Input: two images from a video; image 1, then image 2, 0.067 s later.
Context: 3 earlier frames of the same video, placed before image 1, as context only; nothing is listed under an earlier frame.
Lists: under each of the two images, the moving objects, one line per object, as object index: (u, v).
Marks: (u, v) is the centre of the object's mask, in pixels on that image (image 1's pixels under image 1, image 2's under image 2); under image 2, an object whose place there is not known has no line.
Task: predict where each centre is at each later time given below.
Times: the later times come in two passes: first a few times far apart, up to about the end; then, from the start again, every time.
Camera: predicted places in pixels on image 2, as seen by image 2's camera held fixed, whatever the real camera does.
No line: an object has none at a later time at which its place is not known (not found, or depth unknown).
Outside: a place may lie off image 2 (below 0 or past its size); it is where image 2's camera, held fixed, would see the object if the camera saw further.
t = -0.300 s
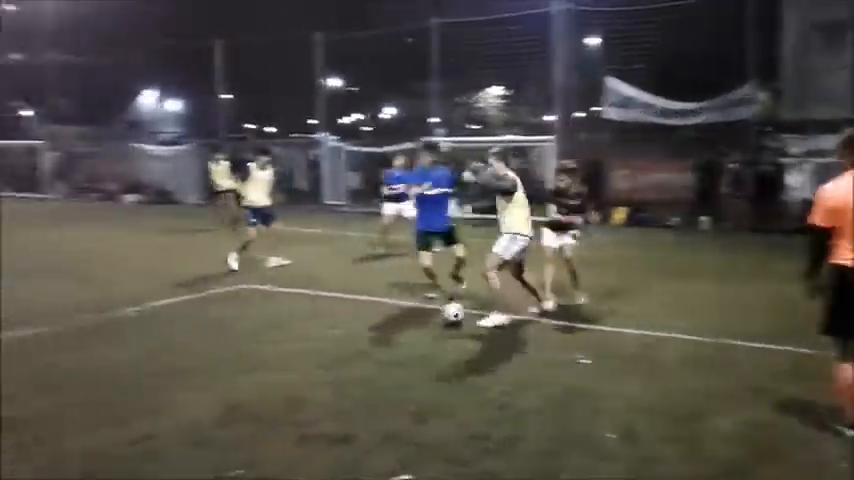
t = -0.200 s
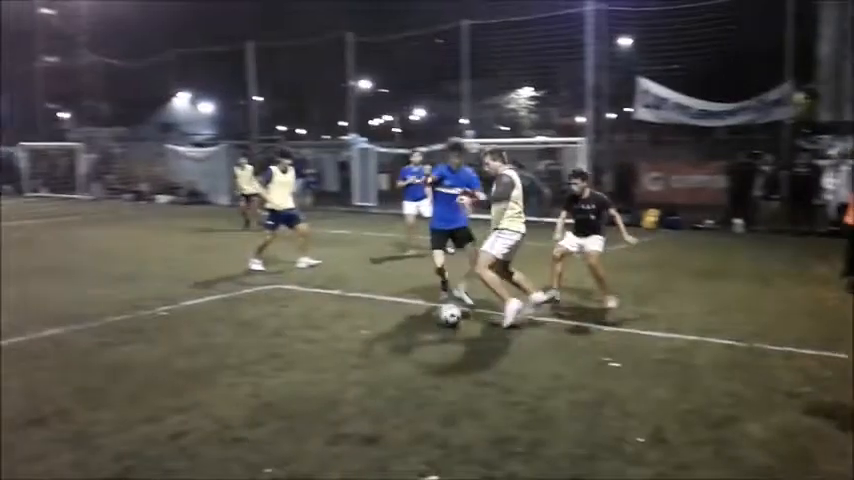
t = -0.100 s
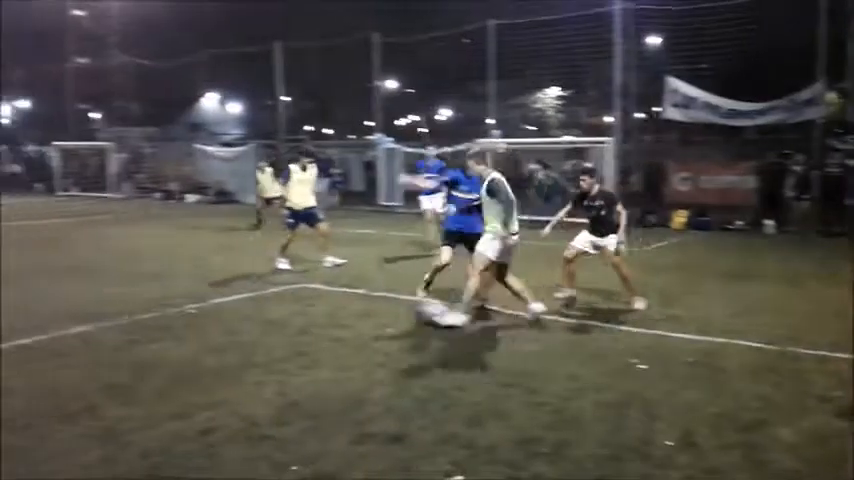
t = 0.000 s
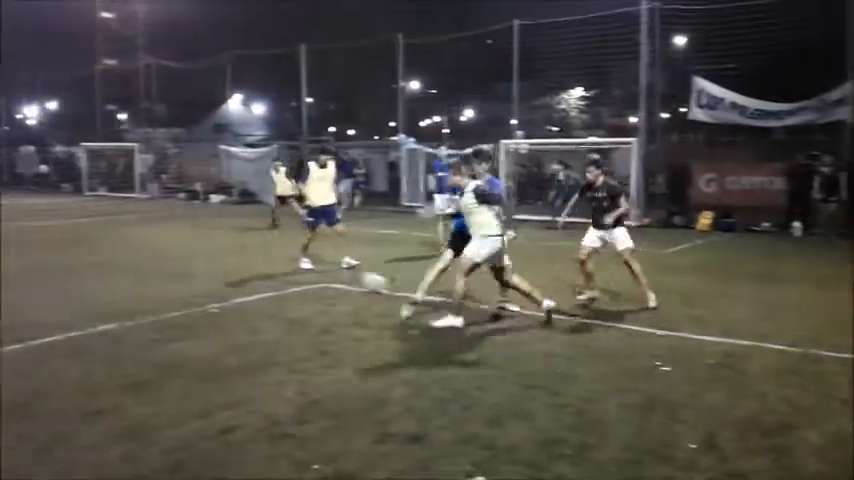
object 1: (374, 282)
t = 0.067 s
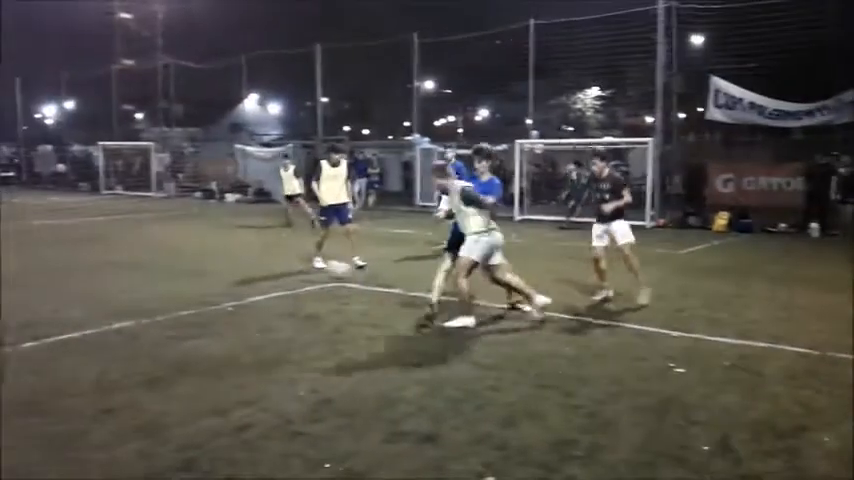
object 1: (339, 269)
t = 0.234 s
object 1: (236, 258)
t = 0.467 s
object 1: (125, 261)
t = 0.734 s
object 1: (59, 257)
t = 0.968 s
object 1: (18, 250)
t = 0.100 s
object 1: (314, 265)
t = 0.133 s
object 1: (294, 261)
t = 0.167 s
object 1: (274, 259)
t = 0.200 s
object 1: (254, 259)
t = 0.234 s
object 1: (236, 258)
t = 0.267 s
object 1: (218, 259)
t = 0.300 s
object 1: (202, 260)
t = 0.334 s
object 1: (185, 262)
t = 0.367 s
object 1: (159, 267)
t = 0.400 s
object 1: (145, 270)
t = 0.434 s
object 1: (134, 266)
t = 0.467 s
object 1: (125, 261)
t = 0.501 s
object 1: (115, 258)
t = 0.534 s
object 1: (106, 254)
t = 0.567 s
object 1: (99, 253)
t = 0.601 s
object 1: (91, 252)
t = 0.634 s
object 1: (82, 252)
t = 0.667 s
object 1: (73, 253)
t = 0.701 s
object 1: (66, 254)
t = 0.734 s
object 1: (59, 257)
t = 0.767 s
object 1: (52, 255)
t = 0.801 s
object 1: (46, 254)
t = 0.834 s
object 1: (40, 253)
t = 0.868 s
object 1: (34, 253)
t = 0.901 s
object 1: (30, 251)
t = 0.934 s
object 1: (25, 250)
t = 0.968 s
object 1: (18, 250)
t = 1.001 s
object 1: (14, 250)
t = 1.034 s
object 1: (10, 248)
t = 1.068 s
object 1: (5, 248)
